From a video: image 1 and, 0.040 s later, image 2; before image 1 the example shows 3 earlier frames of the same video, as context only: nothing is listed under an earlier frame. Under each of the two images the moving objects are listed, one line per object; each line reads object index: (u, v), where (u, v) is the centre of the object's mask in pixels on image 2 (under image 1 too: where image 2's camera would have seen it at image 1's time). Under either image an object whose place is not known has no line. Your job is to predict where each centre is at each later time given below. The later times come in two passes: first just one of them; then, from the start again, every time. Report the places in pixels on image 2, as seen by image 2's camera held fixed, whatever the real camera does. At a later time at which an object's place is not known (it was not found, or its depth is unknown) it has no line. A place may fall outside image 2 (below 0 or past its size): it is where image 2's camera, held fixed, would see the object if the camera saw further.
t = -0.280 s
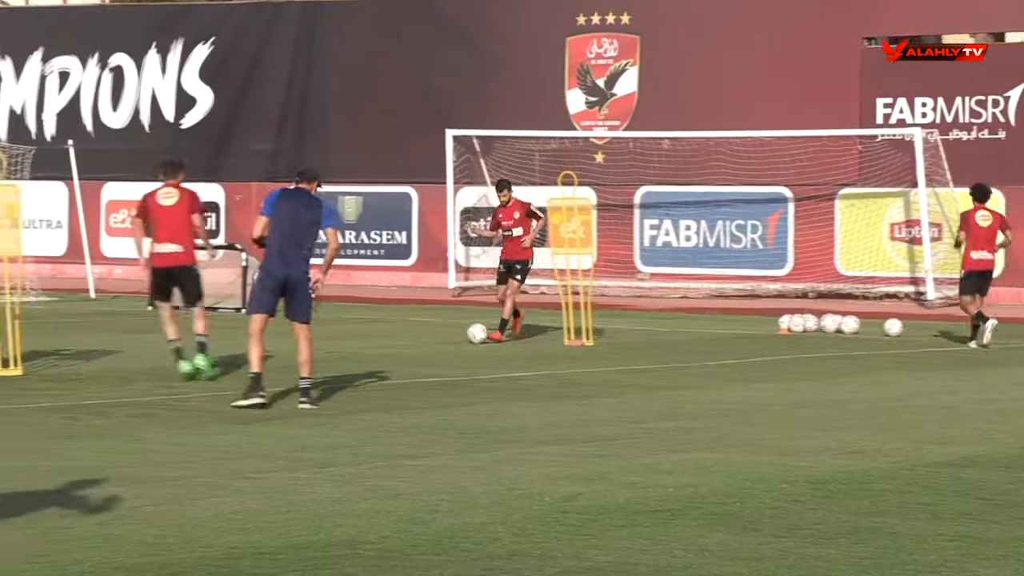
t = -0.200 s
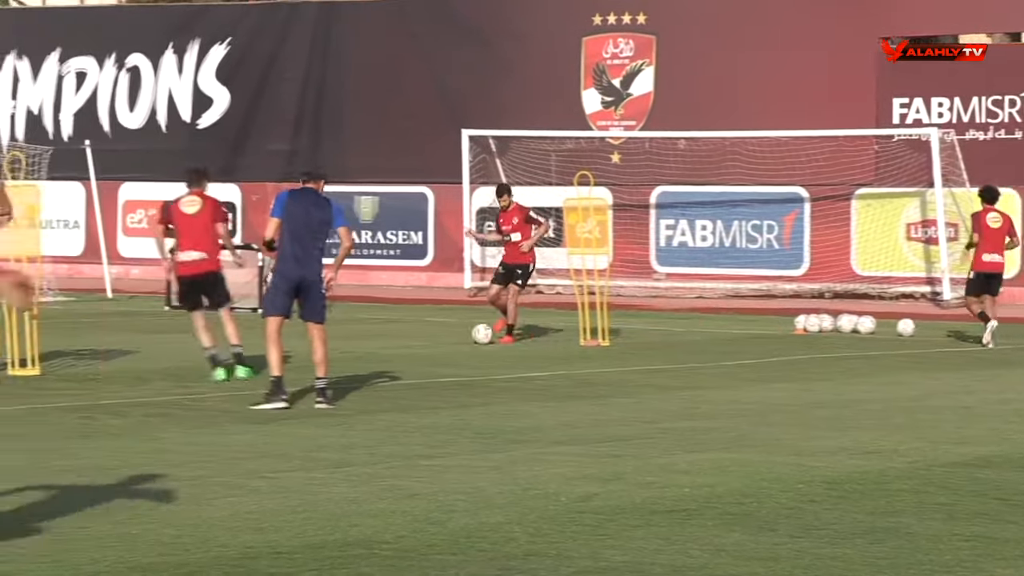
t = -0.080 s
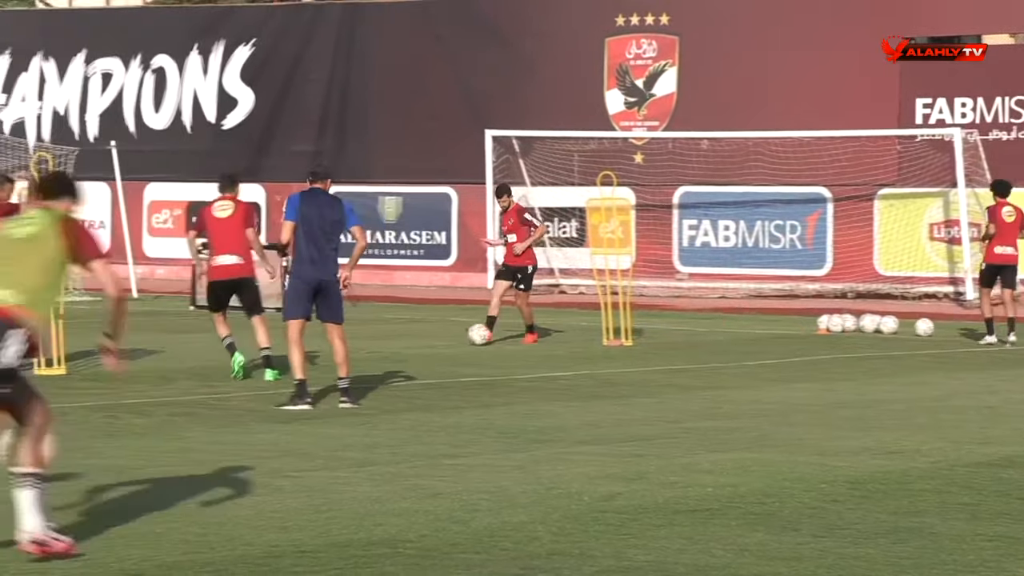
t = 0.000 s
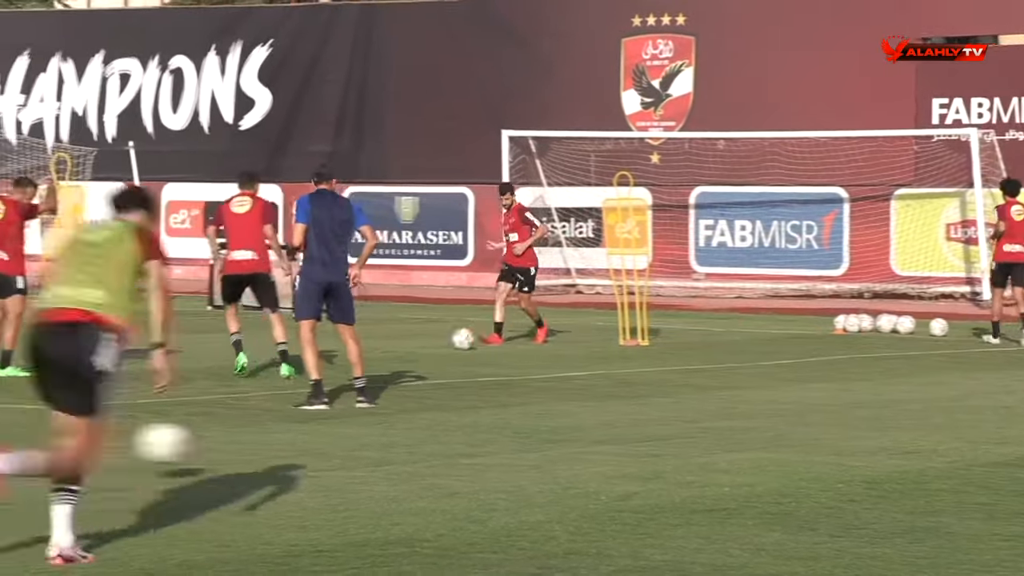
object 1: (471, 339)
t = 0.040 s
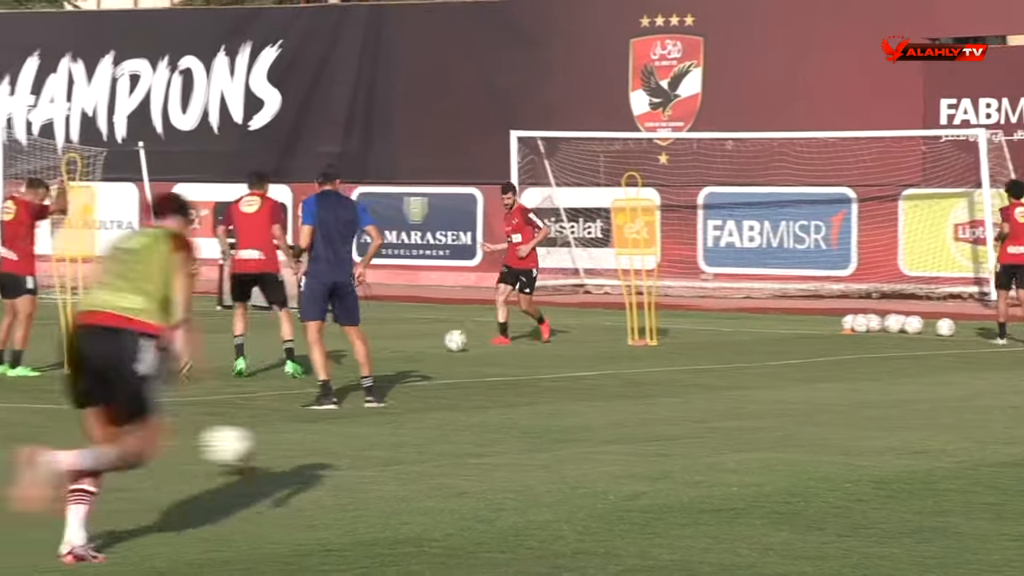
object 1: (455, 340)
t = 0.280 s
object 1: (356, 354)
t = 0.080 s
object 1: (439, 340)
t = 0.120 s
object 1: (423, 343)
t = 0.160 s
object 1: (406, 345)
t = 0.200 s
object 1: (389, 349)
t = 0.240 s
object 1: (372, 353)
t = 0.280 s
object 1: (356, 354)
